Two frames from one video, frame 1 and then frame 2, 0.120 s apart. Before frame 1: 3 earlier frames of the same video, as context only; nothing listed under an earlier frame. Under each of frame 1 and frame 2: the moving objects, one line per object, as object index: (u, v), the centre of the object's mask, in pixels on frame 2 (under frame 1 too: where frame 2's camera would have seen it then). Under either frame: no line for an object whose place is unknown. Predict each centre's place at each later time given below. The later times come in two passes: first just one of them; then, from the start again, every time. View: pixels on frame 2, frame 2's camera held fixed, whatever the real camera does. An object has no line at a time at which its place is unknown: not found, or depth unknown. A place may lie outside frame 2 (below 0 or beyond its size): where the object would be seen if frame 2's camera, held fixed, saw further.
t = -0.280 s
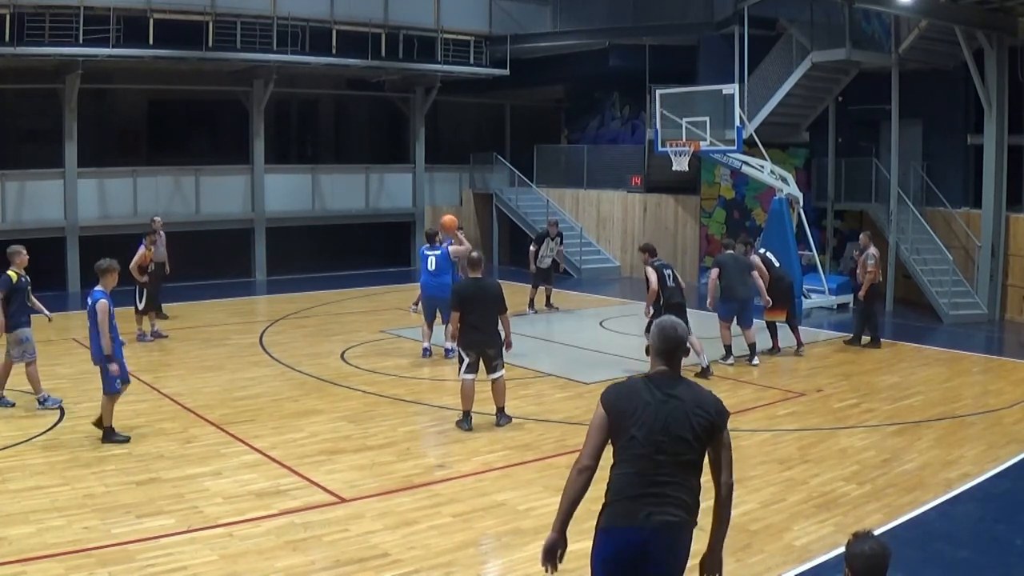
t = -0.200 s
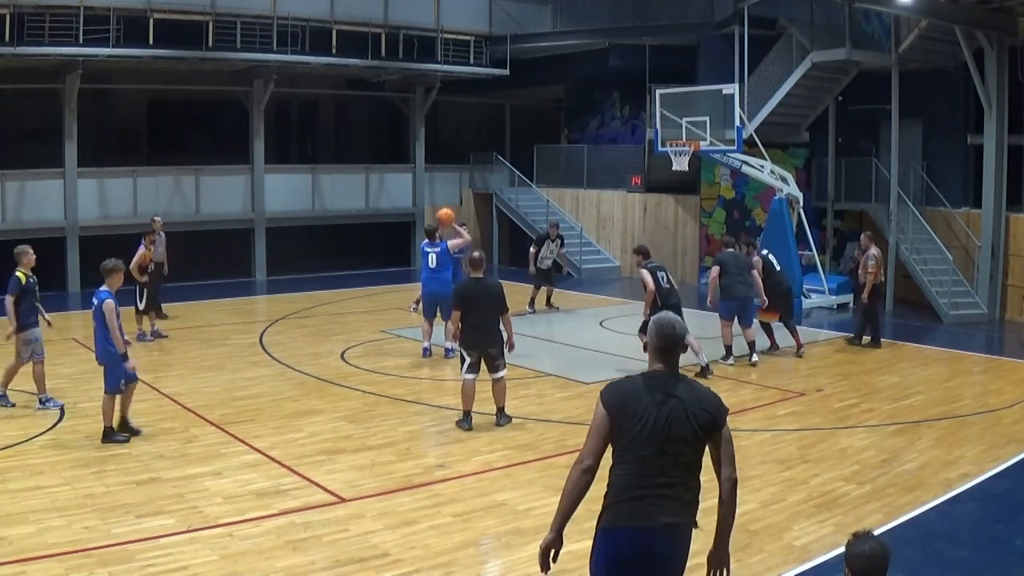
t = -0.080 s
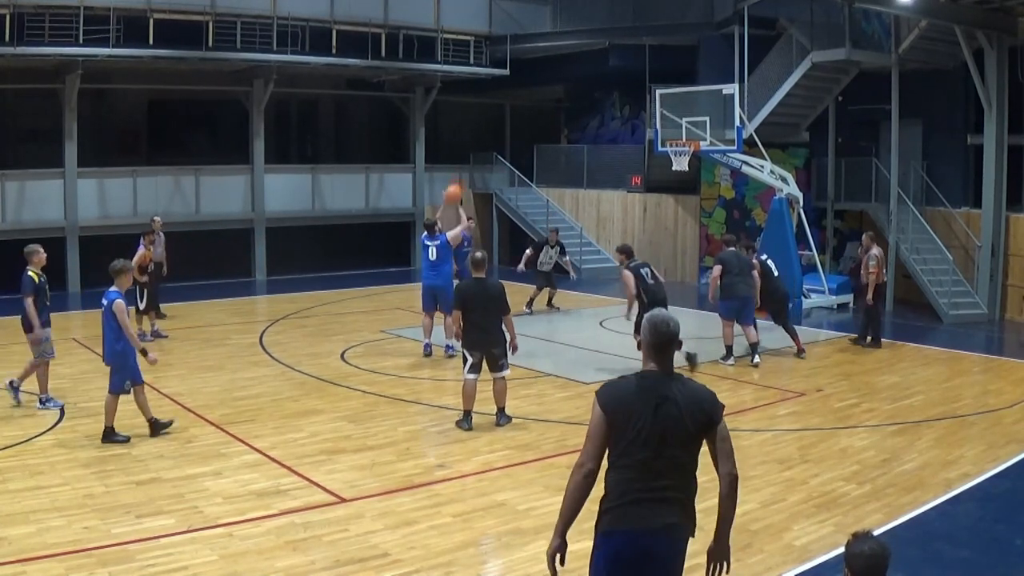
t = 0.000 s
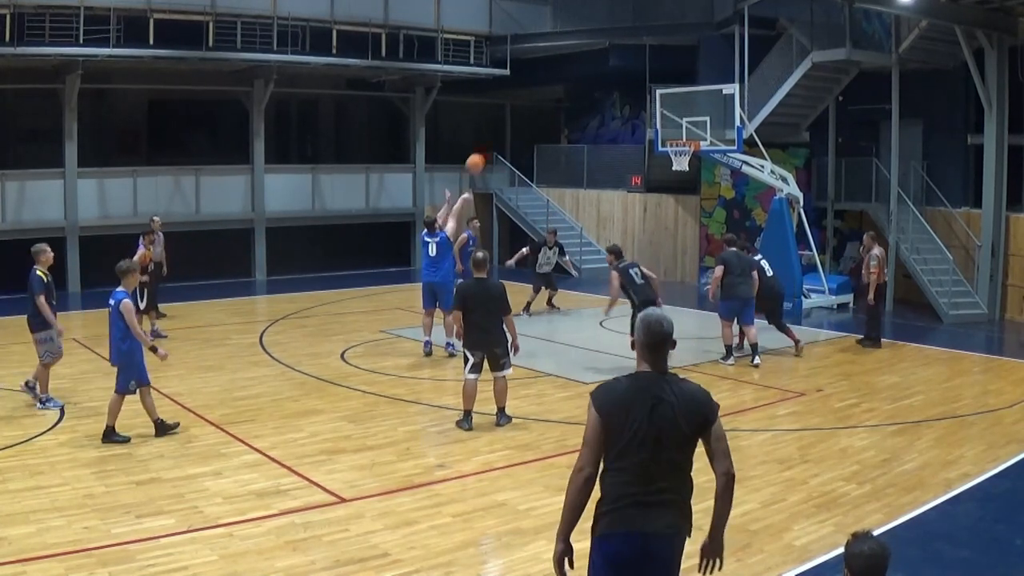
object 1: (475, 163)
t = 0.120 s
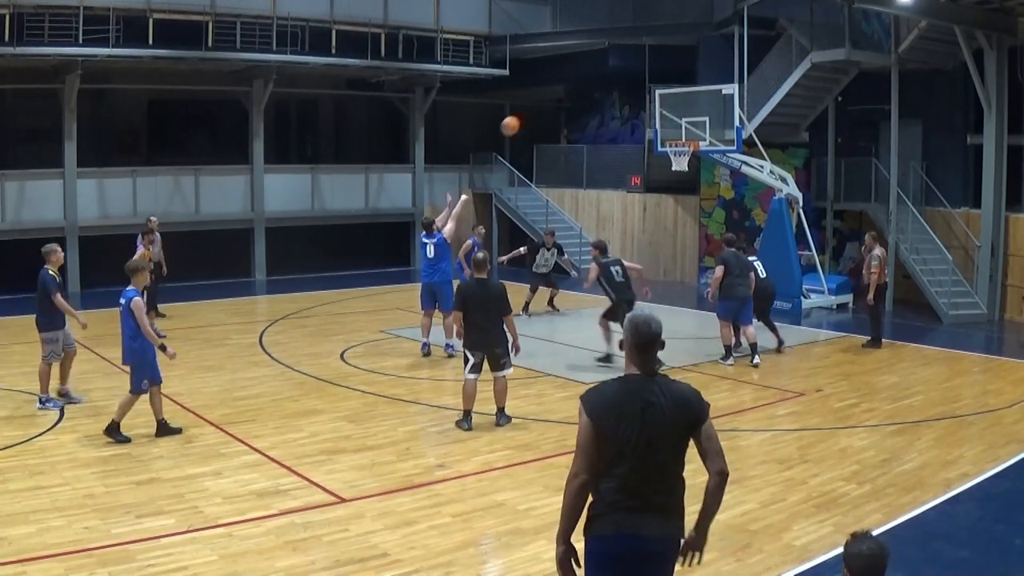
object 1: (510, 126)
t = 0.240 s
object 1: (543, 98)
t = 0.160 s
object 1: (521, 115)
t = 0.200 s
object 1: (533, 106)
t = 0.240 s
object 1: (543, 98)
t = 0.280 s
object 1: (554, 92)
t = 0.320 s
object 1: (564, 87)
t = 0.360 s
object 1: (573, 84)
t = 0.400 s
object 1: (582, 81)
